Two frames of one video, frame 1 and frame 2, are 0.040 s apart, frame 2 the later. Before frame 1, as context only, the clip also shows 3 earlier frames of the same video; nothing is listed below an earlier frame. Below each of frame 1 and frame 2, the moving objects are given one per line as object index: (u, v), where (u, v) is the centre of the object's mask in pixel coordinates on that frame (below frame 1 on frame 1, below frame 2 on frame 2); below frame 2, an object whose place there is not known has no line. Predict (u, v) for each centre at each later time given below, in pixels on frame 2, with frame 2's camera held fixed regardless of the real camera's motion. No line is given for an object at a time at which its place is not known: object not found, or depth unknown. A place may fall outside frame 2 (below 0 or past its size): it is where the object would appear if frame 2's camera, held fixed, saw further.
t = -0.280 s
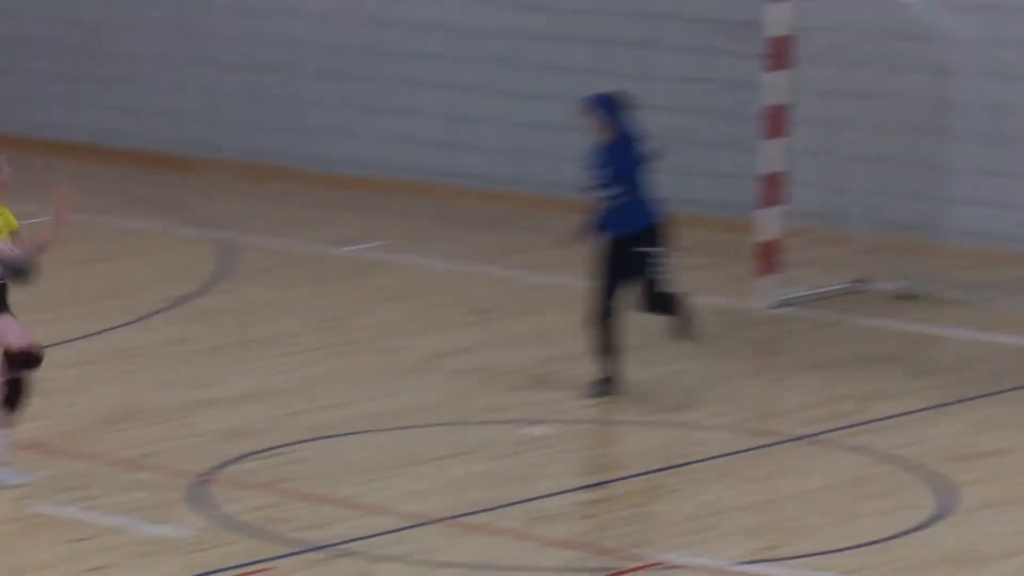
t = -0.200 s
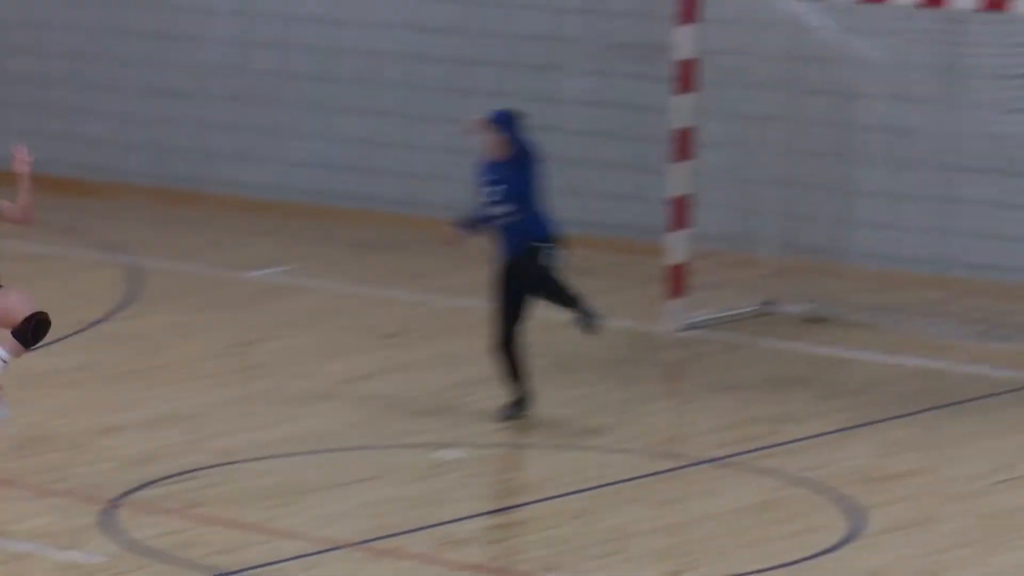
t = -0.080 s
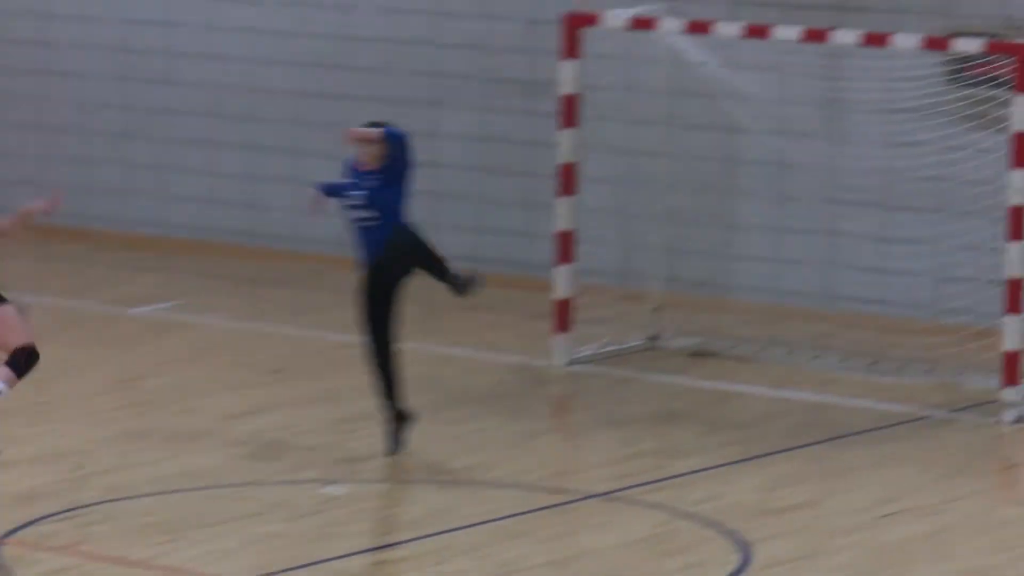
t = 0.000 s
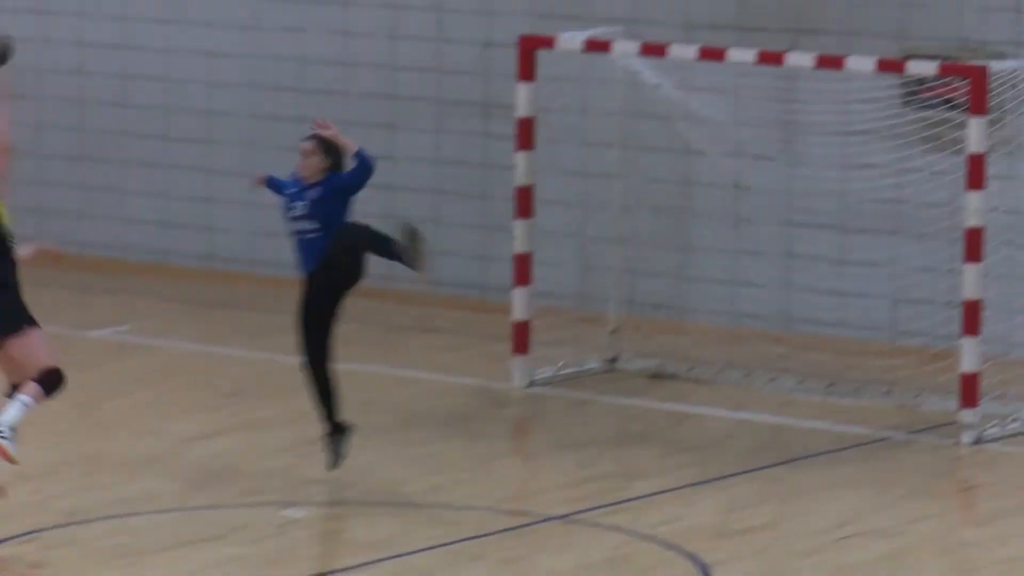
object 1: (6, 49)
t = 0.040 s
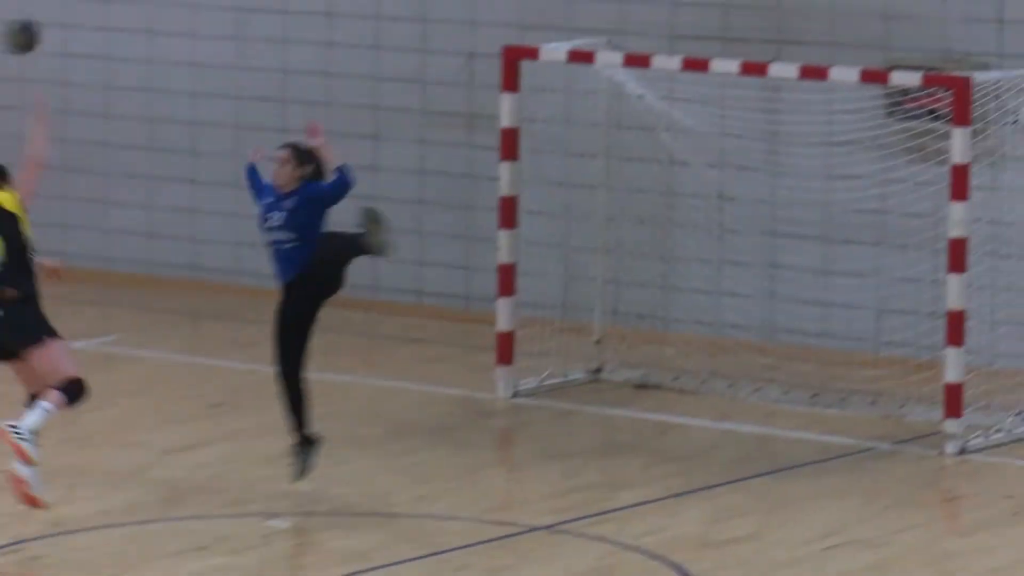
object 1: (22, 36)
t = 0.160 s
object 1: (152, -15)
